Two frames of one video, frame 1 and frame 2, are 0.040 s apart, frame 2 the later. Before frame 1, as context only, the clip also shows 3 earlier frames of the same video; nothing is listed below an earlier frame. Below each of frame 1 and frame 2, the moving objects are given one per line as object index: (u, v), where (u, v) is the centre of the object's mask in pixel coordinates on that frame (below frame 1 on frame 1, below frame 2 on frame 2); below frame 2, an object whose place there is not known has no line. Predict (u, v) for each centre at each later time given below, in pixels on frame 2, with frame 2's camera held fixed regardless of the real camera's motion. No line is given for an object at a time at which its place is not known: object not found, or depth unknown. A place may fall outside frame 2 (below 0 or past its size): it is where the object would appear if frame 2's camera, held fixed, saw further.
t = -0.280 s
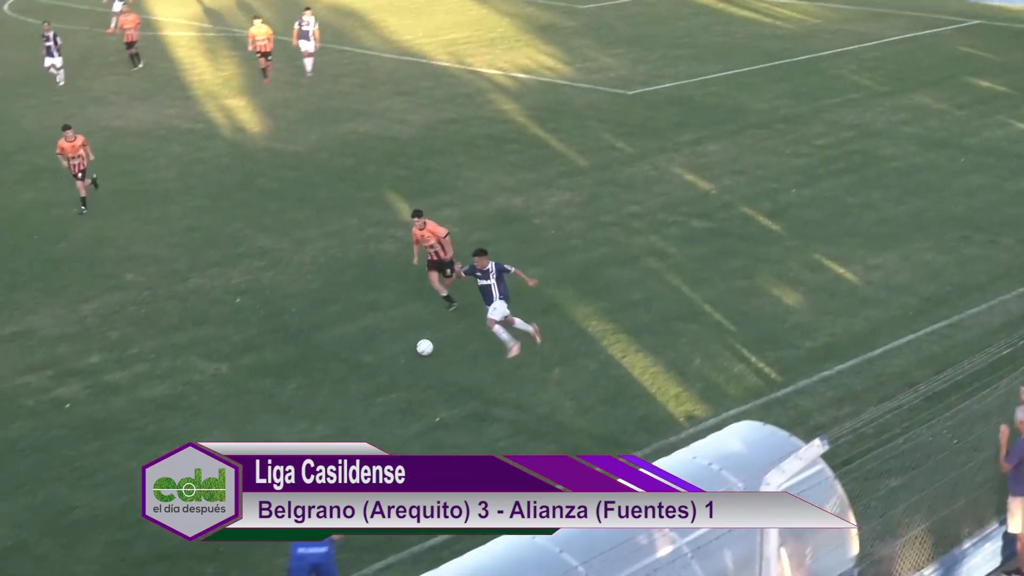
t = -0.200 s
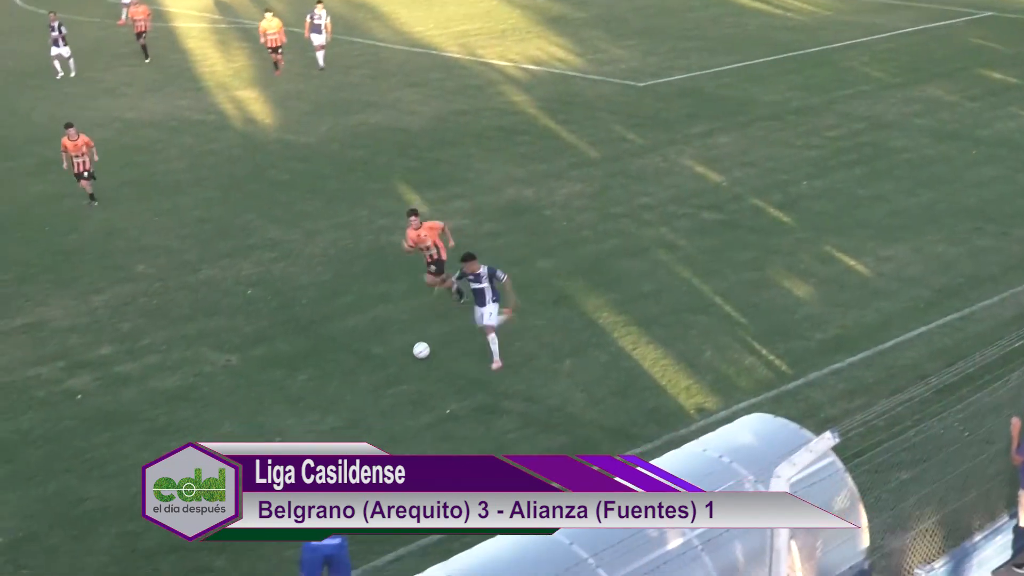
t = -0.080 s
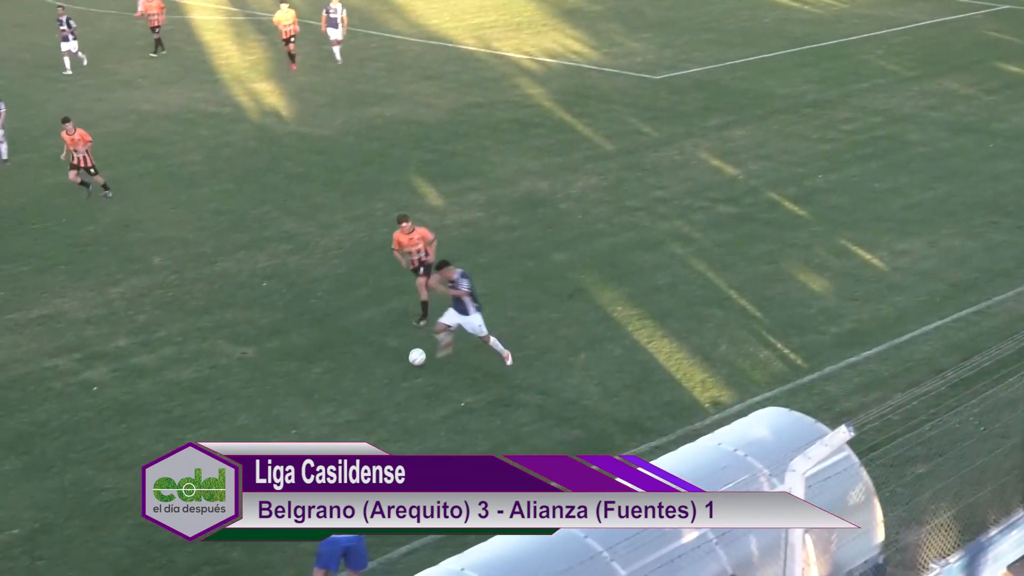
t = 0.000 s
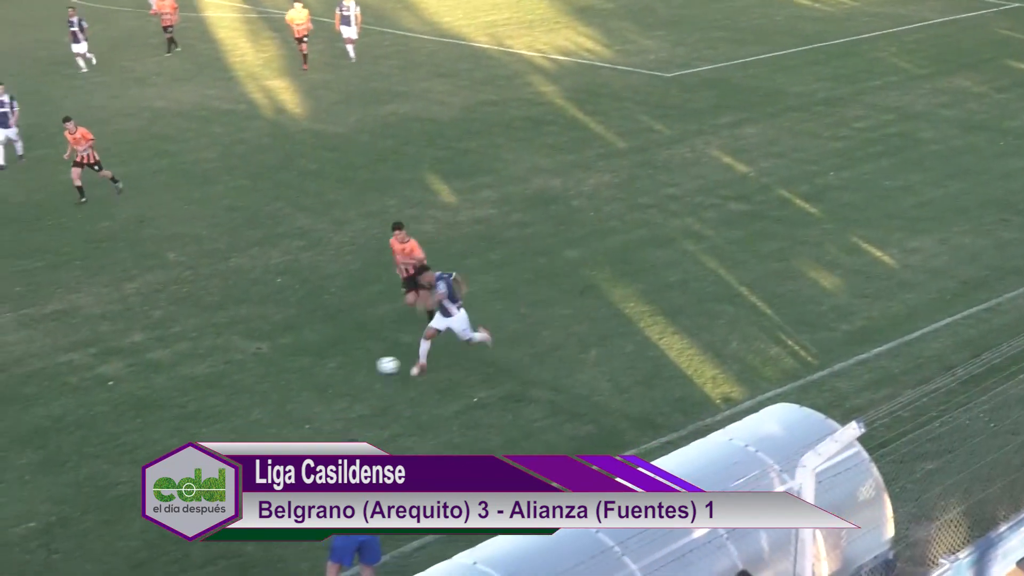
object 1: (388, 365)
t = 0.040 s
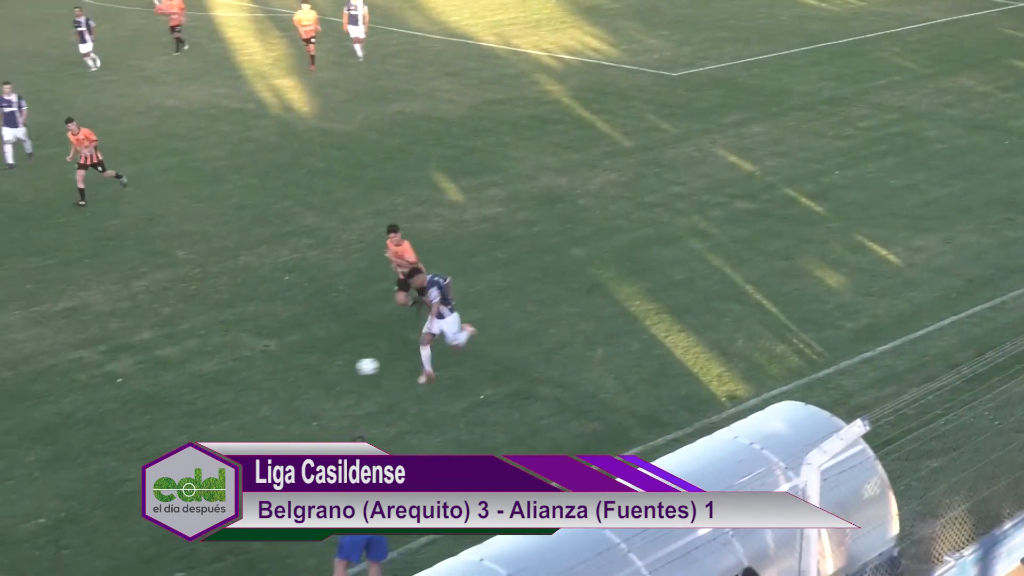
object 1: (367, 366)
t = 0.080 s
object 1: (339, 372)
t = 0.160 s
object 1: (280, 386)
